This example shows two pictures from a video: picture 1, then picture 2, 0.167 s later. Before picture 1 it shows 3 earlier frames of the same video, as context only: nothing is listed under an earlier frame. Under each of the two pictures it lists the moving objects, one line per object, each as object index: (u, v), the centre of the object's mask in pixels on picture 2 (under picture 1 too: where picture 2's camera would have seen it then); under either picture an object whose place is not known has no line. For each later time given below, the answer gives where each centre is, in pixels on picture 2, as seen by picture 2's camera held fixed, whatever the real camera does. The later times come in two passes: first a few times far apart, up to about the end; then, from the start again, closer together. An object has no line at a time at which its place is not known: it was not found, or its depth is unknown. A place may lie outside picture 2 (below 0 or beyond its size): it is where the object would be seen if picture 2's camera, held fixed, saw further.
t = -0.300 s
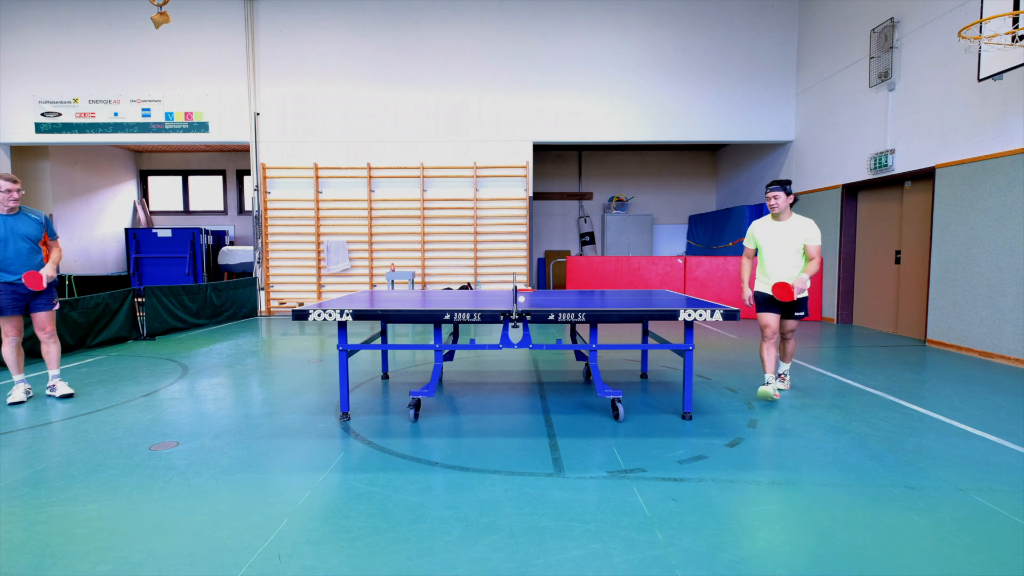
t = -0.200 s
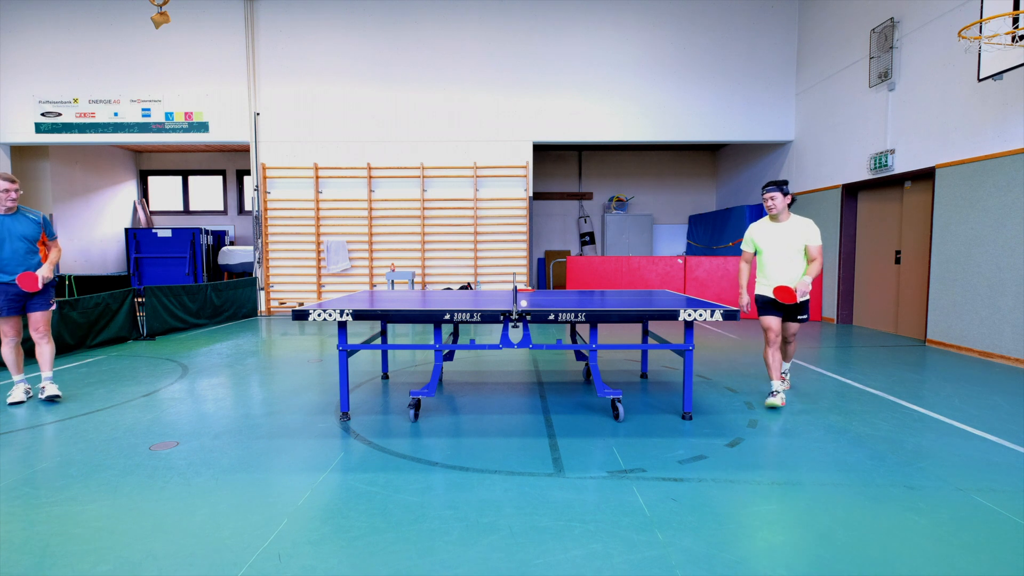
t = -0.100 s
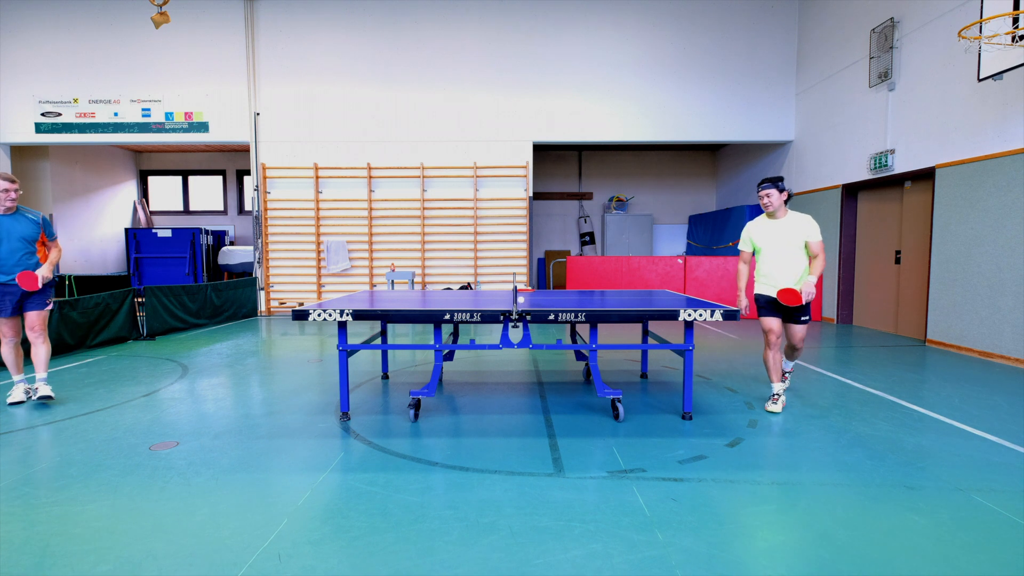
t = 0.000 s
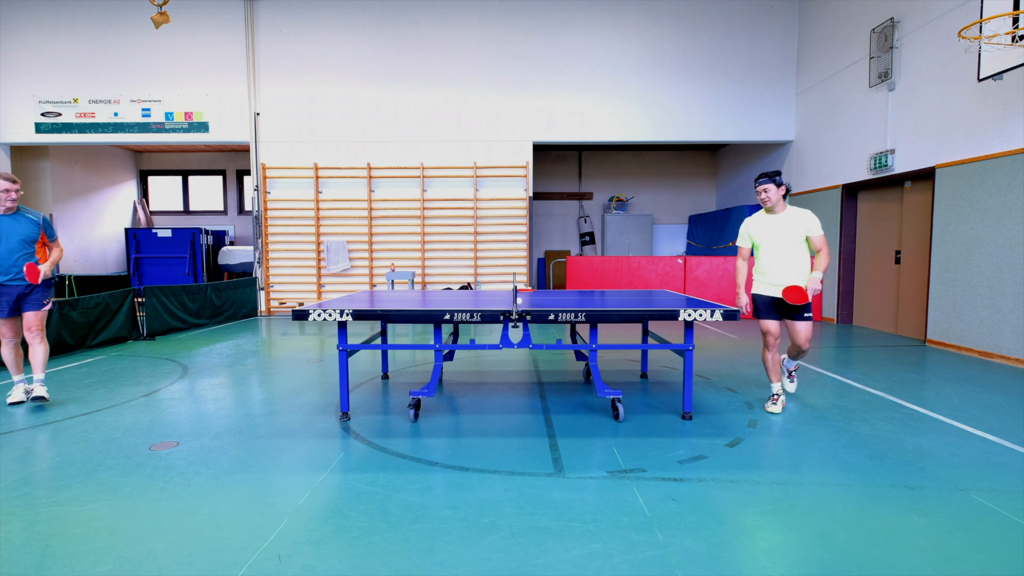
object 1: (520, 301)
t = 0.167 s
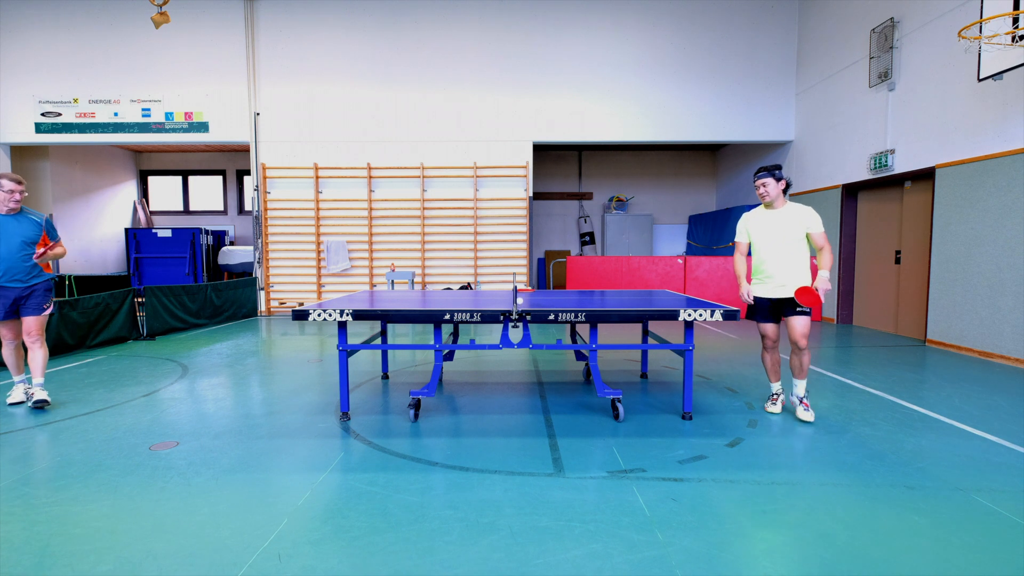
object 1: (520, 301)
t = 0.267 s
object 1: (523, 308)
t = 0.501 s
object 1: (544, 380)
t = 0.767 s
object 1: (542, 373)
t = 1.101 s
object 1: (519, 383)
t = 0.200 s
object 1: (520, 302)
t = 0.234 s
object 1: (521, 305)
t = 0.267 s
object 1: (523, 308)
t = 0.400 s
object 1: (535, 338)
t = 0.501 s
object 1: (544, 380)
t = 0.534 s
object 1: (547, 397)
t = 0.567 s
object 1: (550, 416)
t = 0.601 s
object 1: (553, 435)
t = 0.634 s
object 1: (551, 420)
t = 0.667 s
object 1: (549, 406)
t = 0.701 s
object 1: (546, 393)
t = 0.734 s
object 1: (544, 382)
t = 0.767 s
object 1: (542, 373)
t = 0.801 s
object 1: (540, 366)
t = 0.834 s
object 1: (538, 360)
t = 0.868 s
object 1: (535, 356)
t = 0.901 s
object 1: (533, 354)
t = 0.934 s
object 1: (531, 354)
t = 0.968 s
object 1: (528, 356)
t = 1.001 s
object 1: (526, 360)
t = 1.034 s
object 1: (524, 366)
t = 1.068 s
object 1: (521, 373)
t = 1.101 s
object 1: (519, 383)
